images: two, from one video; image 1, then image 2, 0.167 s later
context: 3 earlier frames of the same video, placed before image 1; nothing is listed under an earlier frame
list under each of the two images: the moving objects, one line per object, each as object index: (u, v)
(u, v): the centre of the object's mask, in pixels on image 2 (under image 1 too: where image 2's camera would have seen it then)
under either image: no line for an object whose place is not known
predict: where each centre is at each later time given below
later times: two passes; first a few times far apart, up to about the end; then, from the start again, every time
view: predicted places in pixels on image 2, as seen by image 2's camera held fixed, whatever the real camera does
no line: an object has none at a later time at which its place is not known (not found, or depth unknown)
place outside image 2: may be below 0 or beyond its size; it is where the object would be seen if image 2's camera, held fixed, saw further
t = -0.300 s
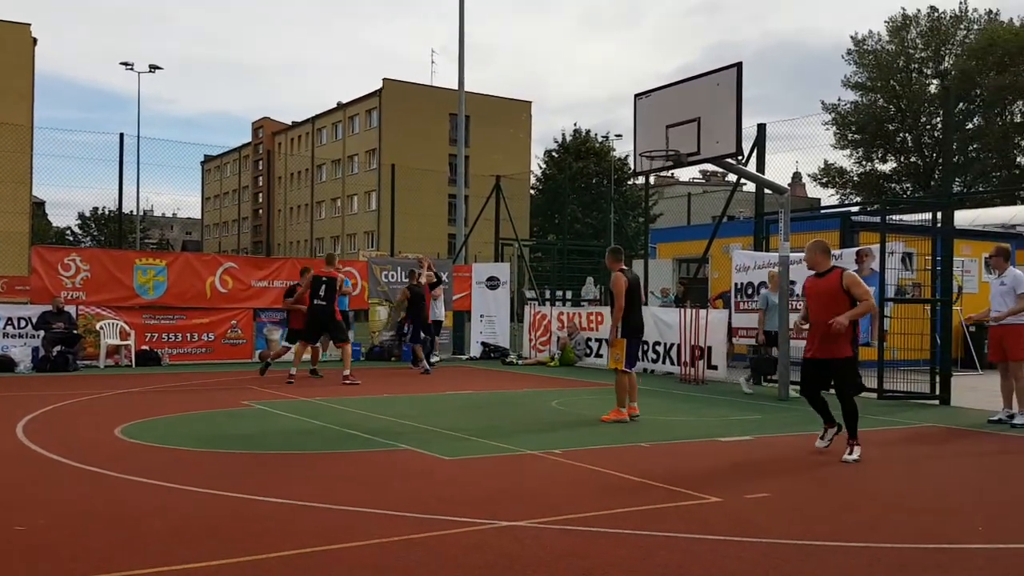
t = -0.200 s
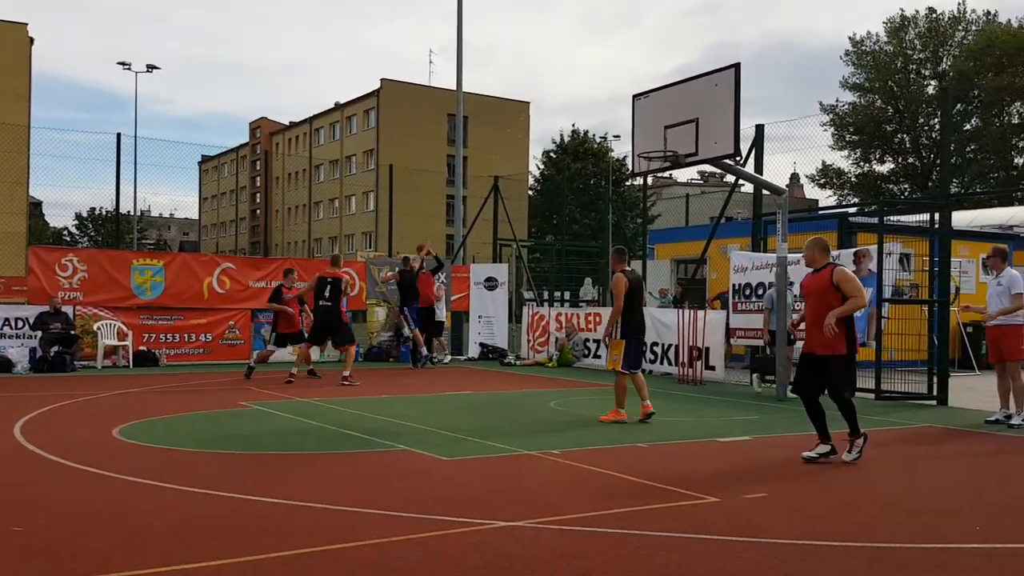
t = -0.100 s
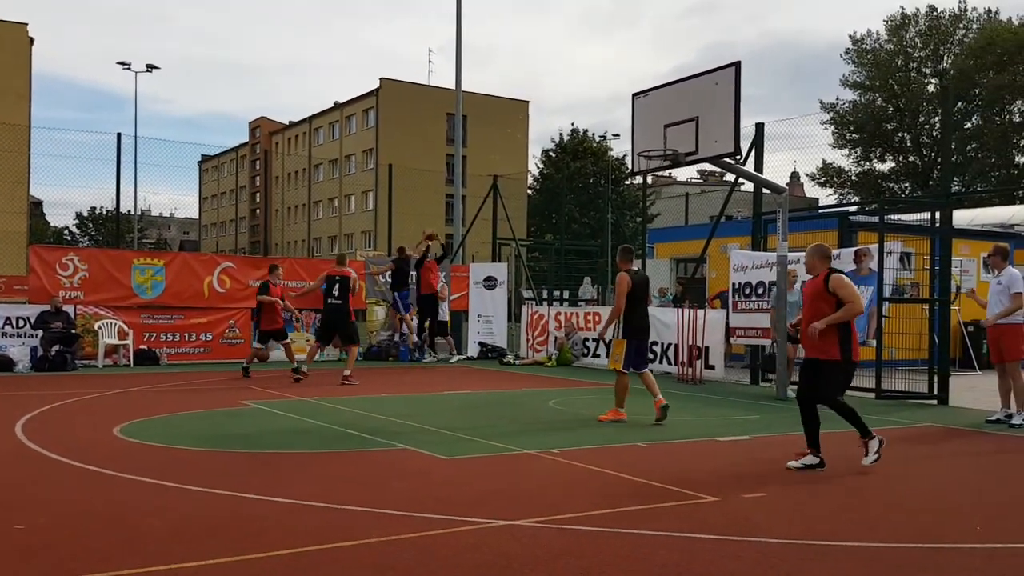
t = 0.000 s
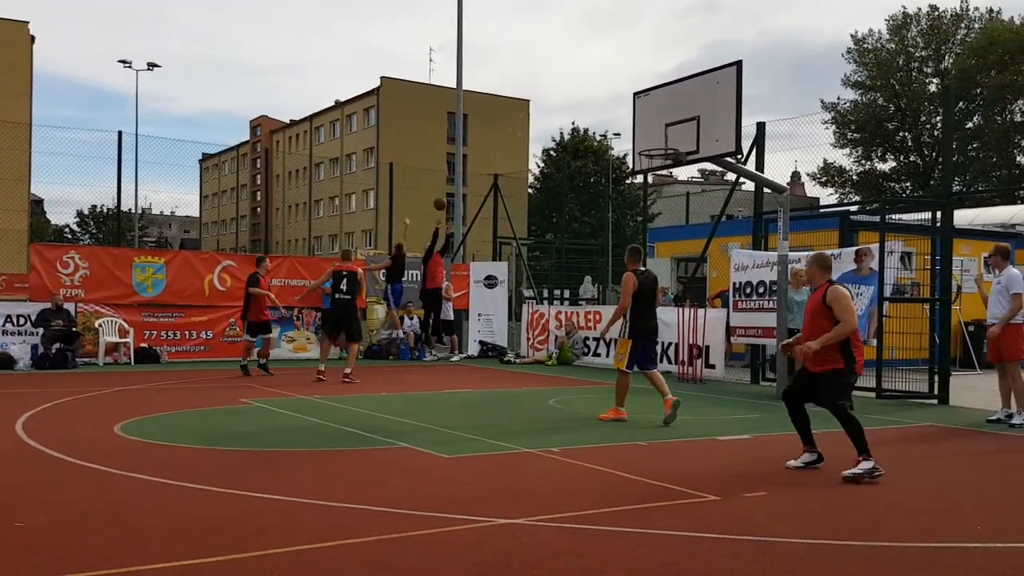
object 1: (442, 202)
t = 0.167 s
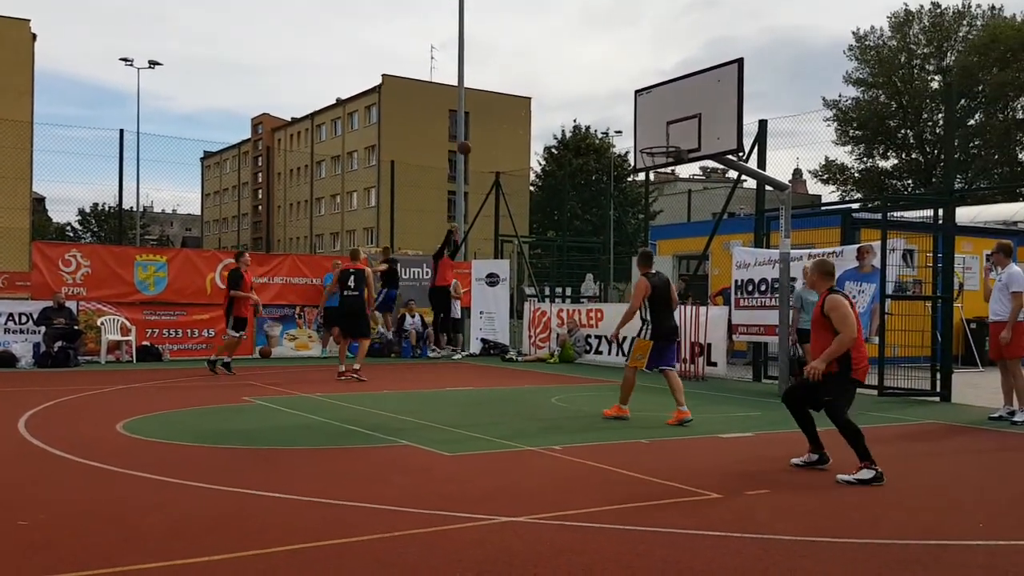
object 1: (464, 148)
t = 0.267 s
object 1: (479, 121)
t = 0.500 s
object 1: (516, 74)
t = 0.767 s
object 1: (563, 58)
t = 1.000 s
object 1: (611, 84)
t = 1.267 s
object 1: (665, 146)
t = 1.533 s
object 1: (585, 119)
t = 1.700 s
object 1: (535, 133)
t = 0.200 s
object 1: (469, 138)
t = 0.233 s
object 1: (473, 130)
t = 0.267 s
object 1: (479, 121)
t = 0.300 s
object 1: (484, 113)
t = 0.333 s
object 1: (489, 105)
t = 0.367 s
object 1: (494, 97)
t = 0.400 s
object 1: (500, 91)
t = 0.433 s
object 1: (505, 85)
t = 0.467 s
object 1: (510, 79)
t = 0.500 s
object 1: (516, 74)
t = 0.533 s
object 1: (521, 70)
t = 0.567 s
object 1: (527, 66)
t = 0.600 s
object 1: (533, 63)
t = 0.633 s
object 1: (539, 60)
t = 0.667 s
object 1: (545, 59)
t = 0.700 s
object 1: (551, 58)
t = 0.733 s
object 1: (557, 57)
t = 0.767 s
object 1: (563, 58)
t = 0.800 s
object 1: (570, 59)
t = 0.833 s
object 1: (577, 61)
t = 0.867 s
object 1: (583, 64)
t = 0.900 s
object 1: (590, 67)
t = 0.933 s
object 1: (597, 72)
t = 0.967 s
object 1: (604, 77)
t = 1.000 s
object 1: (611, 84)
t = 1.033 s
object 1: (619, 92)
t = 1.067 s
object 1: (627, 100)
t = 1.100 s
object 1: (635, 110)
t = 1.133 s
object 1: (643, 121)
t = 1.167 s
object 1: (651, 133)
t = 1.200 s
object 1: (659, 144)
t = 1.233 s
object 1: (665, 147)
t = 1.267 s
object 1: (665, 146)
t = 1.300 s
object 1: (655, 139)
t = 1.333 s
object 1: (645, 133)
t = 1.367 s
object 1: (635, 129)
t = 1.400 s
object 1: (625, 125)
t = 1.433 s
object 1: (615, 123)
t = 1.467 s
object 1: (605, 121)
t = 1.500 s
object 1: (595, 119)
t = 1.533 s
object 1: (585, 119)
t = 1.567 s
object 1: (575, 120)
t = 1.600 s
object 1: (565, 122)
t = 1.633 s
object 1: (555, 124)
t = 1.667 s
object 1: (545, 128)
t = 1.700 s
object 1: (535, 133)
